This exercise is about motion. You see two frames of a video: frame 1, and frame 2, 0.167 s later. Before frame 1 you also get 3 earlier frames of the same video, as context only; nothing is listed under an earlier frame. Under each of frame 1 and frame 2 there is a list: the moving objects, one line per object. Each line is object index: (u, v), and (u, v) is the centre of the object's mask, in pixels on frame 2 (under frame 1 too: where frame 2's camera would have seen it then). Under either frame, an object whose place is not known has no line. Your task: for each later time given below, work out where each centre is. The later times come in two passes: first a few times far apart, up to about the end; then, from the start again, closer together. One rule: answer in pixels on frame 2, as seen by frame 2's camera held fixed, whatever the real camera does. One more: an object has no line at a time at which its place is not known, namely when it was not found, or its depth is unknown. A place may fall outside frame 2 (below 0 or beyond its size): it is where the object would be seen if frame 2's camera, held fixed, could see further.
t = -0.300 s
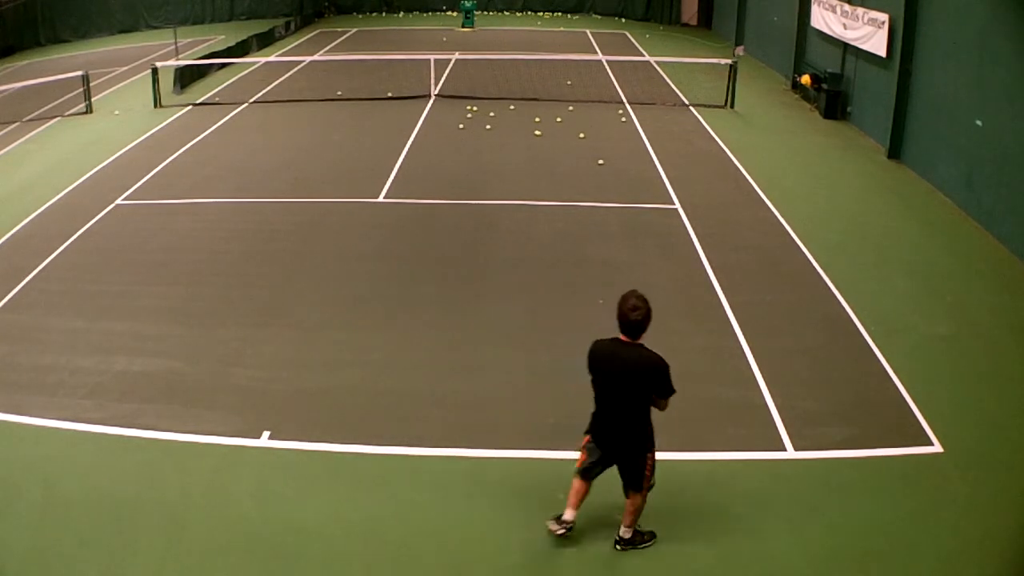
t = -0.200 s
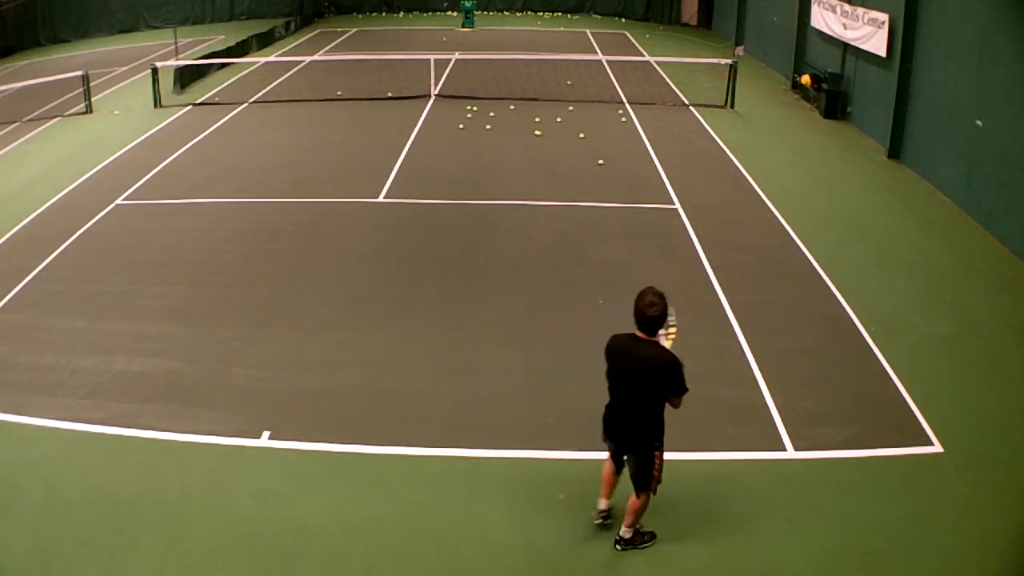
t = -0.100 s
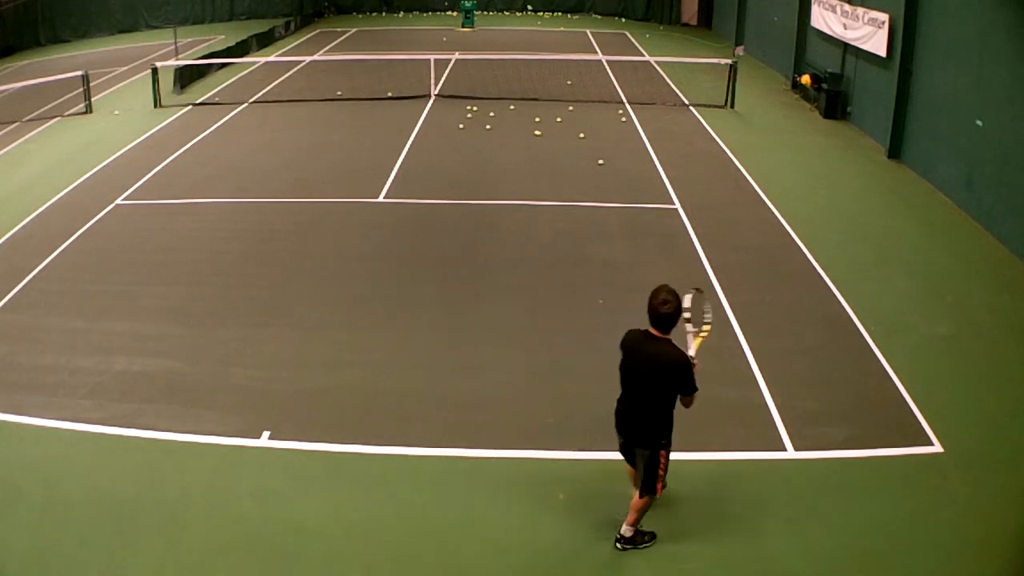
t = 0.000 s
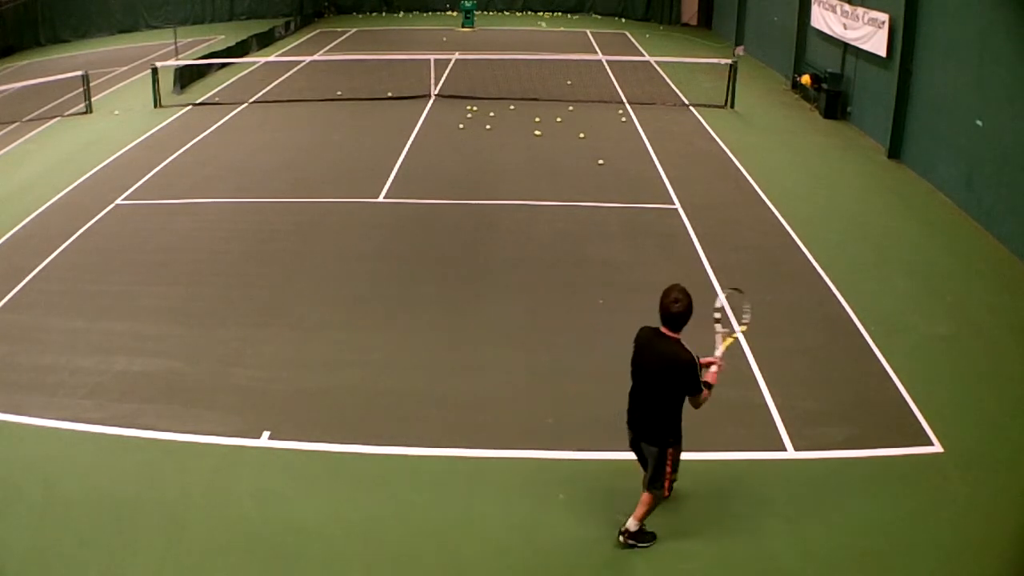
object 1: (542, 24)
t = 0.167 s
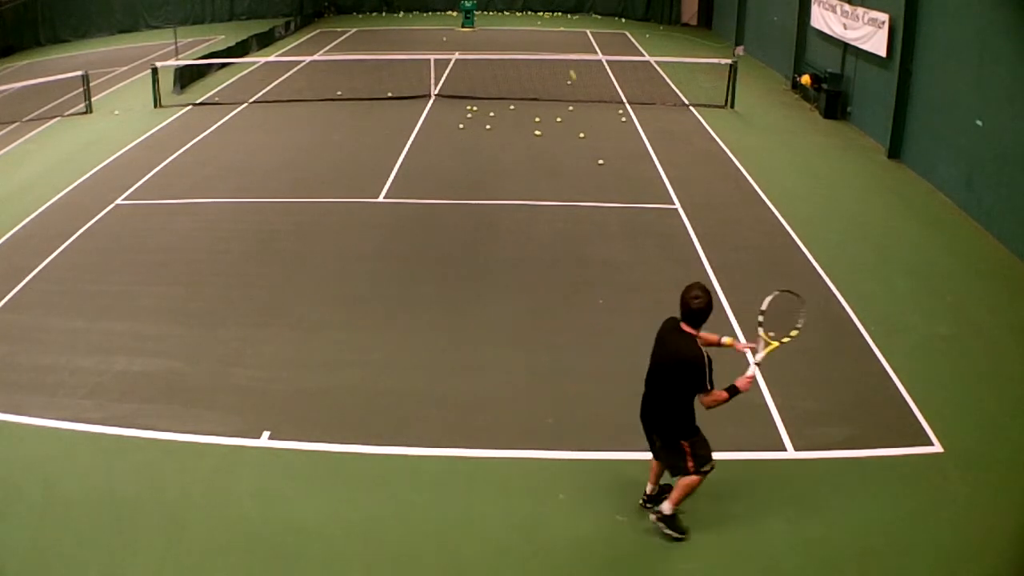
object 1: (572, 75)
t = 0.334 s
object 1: (609, 161)
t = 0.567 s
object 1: (660, 217)
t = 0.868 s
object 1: (734, 249)
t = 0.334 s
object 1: (609, 161)
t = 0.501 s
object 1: (647, 222)
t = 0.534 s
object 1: (653, 219)
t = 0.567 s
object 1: (660, 217)
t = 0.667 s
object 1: (683, 217)
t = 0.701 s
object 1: (691, 218)
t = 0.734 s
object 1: (699, 221)
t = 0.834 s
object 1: (725, 239)
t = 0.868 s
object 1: (734, 249)
